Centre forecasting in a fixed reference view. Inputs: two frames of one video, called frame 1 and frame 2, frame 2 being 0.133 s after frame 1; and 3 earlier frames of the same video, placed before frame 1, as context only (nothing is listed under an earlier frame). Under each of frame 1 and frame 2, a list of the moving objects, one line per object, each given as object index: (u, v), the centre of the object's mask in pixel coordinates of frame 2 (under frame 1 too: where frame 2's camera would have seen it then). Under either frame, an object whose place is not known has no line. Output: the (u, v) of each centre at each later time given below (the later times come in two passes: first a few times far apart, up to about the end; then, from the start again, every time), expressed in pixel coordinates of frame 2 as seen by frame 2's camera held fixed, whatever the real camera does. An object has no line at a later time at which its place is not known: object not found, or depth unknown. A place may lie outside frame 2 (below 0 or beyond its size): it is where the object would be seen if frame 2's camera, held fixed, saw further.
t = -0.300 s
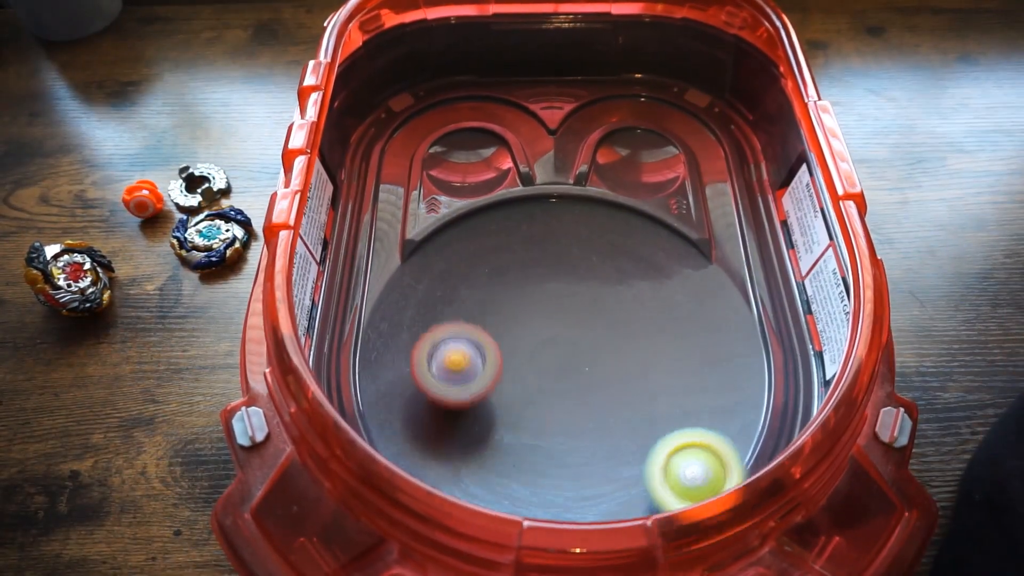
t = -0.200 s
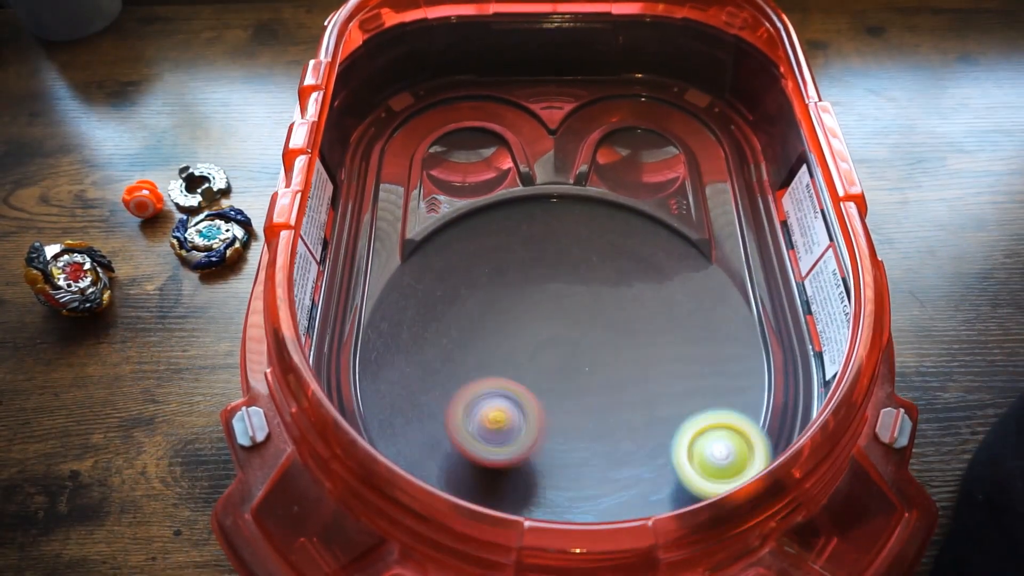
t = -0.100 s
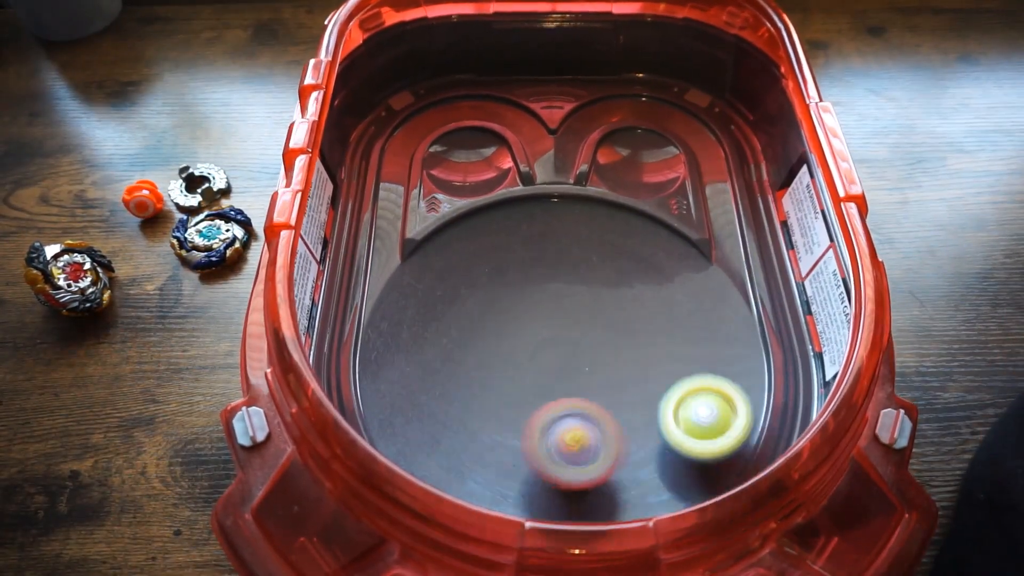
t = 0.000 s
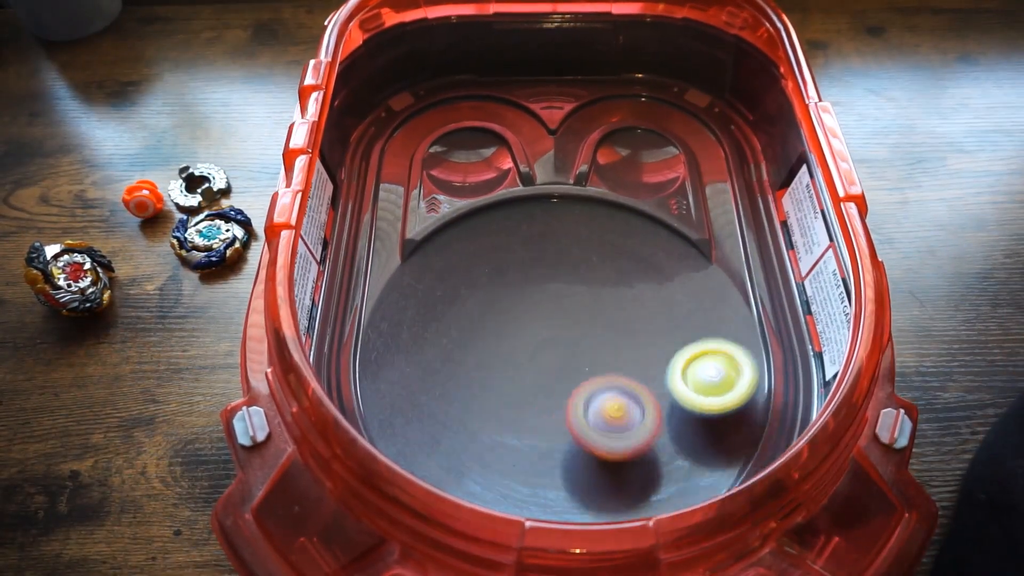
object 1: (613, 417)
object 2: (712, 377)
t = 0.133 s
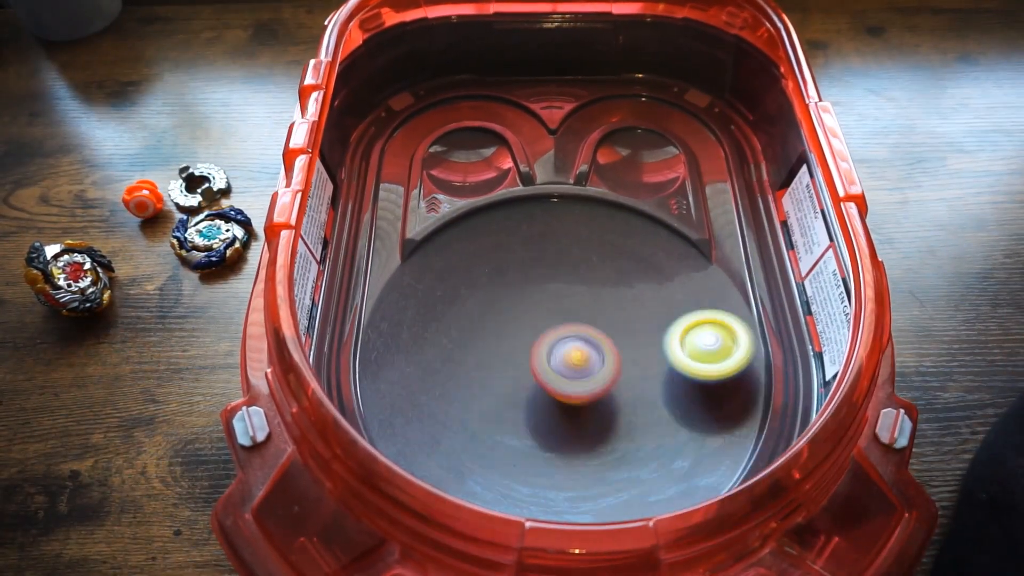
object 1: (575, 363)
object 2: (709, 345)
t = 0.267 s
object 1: (505, 336)
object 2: (649, 344)
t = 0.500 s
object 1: (431, 368)
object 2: (522, 386)
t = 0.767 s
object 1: (429, 384)
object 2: (526, 422)
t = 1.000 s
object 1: (455, 288)
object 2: (592, 425)
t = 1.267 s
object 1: (457, 230)
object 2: (556, 361)
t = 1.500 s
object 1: (529, 243)
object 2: (535, 322)
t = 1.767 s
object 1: (629, 208)
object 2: (513, 344)
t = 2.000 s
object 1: (659, 249)
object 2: (522, 346)
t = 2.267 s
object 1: (686, 352)
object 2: (540, 352)
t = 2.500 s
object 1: (689, 429)
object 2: (558, 356)
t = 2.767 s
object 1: (615, 453)
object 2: (566, 358)
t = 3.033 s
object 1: (502, 440)
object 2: (575, 352)
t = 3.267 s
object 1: (453, 400)
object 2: (578, 352)
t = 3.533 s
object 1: (457, 317)
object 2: (579, 351)
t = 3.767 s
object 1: (479, 255)
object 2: (577, 352)
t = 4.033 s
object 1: (529, 242)
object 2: (578, 349)
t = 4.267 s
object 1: (606, 263)
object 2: (578, 348)
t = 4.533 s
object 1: (674, 292)
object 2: (577, 350)
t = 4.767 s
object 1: (668, 335)
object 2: (576, 352)
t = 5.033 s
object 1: (727, 380)
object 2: (514, 347)
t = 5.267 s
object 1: (649, 387)
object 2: (510, 355)
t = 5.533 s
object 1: (555, 439)
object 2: (495, 327)
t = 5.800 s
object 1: (542, 448)
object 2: (520, 333)
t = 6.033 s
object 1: (517, 387)
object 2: (556, 316)
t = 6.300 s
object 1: (487, 339)
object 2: (589, 323)
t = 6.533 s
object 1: (501, 308)
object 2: (599, 340)
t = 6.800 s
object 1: (547, 280)
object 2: (585, 362)
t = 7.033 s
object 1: (578, 281)
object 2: (558, 374)
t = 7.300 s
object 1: (616, 316)
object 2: (533, 366)
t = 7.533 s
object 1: (632, 344)
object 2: (527, 345)
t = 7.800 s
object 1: (597, 376)
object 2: (542, 315)
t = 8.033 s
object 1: (560, 399)
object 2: (569, 303)
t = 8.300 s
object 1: (538, 380)
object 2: (594, 314)
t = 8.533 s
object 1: (507, 340)
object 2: (608, 344)
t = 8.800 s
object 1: (476, 321)
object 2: (584, 383)
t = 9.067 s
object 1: (529, 300)
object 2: (532, 395)
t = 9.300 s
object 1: (568, 252)
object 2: (507, 369)
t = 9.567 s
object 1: (587, 260)
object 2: (514, 316)
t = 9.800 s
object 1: (670, 313)
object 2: (509, 281)
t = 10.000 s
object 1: (702, 359)
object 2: (551, 288)
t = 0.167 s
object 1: (559, 354)
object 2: (698, 343)
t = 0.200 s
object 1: (541, 346)
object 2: (683, 342)
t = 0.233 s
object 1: (522, 340)
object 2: (666, 343)
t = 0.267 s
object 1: (505, 336)
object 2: (649, 344)
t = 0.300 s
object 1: (486, 335)
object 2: (630, 347)
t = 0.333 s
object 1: (472, 337)
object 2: (610, 351)
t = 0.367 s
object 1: (459, 341)
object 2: (590, 355)
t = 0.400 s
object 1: (448, 347)
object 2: (570, 360)
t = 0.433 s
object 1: (442, 354)
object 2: (550, 367)
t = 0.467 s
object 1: (439, 365)
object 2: (531, 374)
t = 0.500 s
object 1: (431, 368)
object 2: (522, 386)
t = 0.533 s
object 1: (421, 371)
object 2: (519, 400)
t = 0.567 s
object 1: (415, 374)
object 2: (515, 409)
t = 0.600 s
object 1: (408, 377)
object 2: (512, 416)
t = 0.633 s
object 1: (406, 379)
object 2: (513, 419)
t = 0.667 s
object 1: (405, 382)
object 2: (514, 422)
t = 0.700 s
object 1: (410, 385)
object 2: (517, 422)
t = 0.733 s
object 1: (417, 386)
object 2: (521, 422)
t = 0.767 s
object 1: (429, 384)
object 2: (526, 422)
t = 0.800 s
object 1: (441, 381)
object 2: (530, 420)
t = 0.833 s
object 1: (449, 368)
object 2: (544, 426)
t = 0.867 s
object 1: (451, 351)
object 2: (561, 432)
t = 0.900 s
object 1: (454, 335)
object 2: (574, 434)
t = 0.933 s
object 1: (456, 319)
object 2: (584, 433)
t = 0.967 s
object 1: (455, 302)
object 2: (590, 430)
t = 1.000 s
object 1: (455, 288)
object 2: (592, 425)
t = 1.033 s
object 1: (453, 273)
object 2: (591, 417)
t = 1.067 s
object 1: (452, 261)
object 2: (587, 409)
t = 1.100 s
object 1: (450, 250)
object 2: (582, 401)
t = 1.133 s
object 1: (447, 239)
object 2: (577, 393)
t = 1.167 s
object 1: (446, 230)
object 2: (571, 385)
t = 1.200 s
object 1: (448, 226)
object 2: (565, 377)
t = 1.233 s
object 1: (453, 228)
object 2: (560, 369)
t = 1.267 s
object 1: (457, 230)
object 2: (556, 361)
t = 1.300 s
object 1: (464, 229)
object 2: (552, 355)
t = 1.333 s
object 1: (471, 230)
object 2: (548, 349)
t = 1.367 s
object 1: (479, 231)
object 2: (544, 342)
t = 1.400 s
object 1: (489, 233)
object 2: (541, 336)
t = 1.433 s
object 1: (500, 236)
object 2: (540, 331)
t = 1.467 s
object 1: (513, 239)
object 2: (538, 327)
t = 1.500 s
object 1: (529, 243)
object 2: (535, 322)
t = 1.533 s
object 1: (546, 241)
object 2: (531, 323)
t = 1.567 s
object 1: (566, 234)
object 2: (524, 330)
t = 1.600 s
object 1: (583, 228)
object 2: (518, 334)
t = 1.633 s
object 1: (597, 221)
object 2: (514, 337)
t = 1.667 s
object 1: (610, 212)
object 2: (512, 340)
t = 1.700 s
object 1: (622, 205)
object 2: (511, 341)
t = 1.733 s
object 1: (626, 205)
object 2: (511, 342)
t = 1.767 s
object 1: (629, 208)
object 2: (513, 344)
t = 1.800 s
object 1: (633, 213)
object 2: (514, 345)
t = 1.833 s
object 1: (635, 217)
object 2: (515, 346)
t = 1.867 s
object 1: (639, 220)
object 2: (517, 346)
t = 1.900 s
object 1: (645, 226)
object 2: (518, 347)
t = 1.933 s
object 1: (650, 233)
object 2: (520, 347)
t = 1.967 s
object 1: (654, 240)
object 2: (521, 347)
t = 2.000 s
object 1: (659, 249)
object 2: (522, 346)
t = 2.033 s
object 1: (663, 260)
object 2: (523, 347)
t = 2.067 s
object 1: (665, 271)
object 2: (525, 347)
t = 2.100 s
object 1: (669, 283)
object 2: (526, 347)
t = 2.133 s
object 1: (674, 297)
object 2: (528, 348)
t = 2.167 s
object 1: (677, 311)
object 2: (530, 348)
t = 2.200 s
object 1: (679, 323)
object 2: (532, 349)
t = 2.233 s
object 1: (683, 337)
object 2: (536, 351)
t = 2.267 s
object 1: (686, 352)
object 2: (540, 352)
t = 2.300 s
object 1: (687, 365)
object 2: (544, 353)
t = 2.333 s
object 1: (689, 377)
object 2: (547, 354)
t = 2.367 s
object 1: (691, 390)
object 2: (550, 354)
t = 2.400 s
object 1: (691, 402)
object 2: (552, 355)
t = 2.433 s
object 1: (690, 412)
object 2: (554, 355)
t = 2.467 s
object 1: (690, 420)
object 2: (556, 356)
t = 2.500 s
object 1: (689, 429)
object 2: (558, 356)
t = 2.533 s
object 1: (684, 436)
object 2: (559, 357)
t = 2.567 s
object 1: (679, 440)
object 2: (561, 358)
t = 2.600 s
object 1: (673, 444)
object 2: (562, 358)
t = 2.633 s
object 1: (665, 448)
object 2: (563, 359)
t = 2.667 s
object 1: (653, 451)
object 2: (564, 359)
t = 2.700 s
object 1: (641, 452)
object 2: (564, 359)
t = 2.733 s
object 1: (628, 453)
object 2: (565, 359)
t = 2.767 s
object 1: (615, 453)
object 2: (566, 358)
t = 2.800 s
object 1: (599, 454)
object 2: (567, 357)
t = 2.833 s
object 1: (582, 453)
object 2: (568, 356)
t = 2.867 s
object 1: (569, 452)
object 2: (569, 355)
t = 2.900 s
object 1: (555, 450)
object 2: (570, 354)
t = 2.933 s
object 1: (541, 449)
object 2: (571, 354)
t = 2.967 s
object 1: (526, 446)
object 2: (573, 353)
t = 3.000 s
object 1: (513, 443)
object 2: (573, 353)
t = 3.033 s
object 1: (502, 440)
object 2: (575, 352)
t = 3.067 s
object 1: (492, 437)
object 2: (576, 352)
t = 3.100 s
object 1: (482, 433)
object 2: (577, 352)
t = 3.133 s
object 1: (472, 428)
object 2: (578, 352)
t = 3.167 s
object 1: (465, 422)
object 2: (579, 353)
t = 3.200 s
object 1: (460, 415)
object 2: (579, 352)
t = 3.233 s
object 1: (456, 408)
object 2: (579, 353)
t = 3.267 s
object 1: (453, 400)
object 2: (578, 352)
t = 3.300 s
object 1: (451, 391)
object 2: (578, 352)
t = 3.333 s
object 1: (449, 381)
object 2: (578, 351)
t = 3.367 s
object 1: (449, 370)
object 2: (578, 351)
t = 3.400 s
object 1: (451, 360)
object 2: (579, 350)
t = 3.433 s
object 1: (452, 350)
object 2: (579, 351)
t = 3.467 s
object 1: (454, 340)
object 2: (579, 351)
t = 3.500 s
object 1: (455, 328)
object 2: (579, 352)
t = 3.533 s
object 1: (457, 317)
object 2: (579, 351)
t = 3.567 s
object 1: (460, 306)
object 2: (579, 352)
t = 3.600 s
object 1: (463, 296)
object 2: (579, 352)
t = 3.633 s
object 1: (467, 287)
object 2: (579, 353)
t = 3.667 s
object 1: (470, 278)
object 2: (578, 352)
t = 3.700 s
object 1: (472, 270)
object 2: (578, 353)
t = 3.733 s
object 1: (475, 262)
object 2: (577, 352)
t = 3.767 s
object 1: (479, 255)
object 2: (577, 352)
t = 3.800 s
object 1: (483, 249)
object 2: (577, 351)
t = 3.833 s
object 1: (489, 245)
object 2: (577, 351)
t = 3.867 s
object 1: (493, 242)
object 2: (577, 350)
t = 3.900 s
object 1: (498, 240)
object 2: (577, 351)
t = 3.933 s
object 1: (504, 239)
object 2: (577, 350)
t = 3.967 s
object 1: (512, 239)
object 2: (577, 350)
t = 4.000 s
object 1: (520, 240)
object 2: (577, 350)
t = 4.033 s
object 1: (529, 242)
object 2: (578, 349)
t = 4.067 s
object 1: (539, 245)
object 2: (577, 349)
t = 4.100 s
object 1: (550, 248)
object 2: (578, 349)
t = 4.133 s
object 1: (561, 252)
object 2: (578, 349)
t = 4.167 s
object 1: (572, 255)
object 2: (578, 348)
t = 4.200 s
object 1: (583, 257)
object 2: (578, 348)
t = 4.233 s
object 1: (594, 260)
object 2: (577, 348)
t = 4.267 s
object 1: (606, 263)
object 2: (578, 348)
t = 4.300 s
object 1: (618, 266)
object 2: (577, 348)
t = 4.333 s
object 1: (629, 270)
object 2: (578, 348)
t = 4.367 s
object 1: (639, 274)
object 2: (577, 349)
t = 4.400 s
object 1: (648, 278)
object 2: (578, 349)
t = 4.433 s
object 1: (655, 281)
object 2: (578, 350)
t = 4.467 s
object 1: (663, 285)
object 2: (578, 350)
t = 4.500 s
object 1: (669, 288)
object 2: (578, 350)
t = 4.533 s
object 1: (674, 292)
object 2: (577, 350)
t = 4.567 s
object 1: (677, 296)
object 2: (578, 350)
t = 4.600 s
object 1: (679, 302)
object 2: (577, 351)
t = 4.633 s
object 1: (678, 309)
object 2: (577, 350)
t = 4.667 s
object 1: (676, 316)
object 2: (577, 351)
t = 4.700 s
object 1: (672, 323)
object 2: (577, 351)
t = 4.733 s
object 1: (671, 326)
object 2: (577, 352)
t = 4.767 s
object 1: (668, 335)
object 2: (576, 352)
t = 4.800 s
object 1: (677, 347)
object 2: (559, 350)
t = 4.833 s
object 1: (688, 356)
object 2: (542, 347)
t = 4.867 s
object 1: (697, 363)
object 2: (530, 344)
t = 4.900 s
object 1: (707, 369)
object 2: (521, 343)
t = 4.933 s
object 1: (716, 373)
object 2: (517, 343)
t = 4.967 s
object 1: (722, 376)
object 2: (515, 344)
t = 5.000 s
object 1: (726, 378)
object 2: (515, 345)
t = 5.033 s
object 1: (727, 380)
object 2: (514, 347)
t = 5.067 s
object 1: (724, 380)
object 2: (513, 348)
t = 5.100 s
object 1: (718, 380)
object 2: (512, 349)
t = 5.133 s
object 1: (709, 381)
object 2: (512, 351)
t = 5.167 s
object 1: (696, 381)
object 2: (511, 352)
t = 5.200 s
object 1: (681, 383)
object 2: (511, 353)
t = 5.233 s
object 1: (666, 385)
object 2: (511, 354)
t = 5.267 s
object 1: (649, 387)
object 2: (510, 355)
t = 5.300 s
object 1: (631, 390)
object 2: (510, 355)
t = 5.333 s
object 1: (614, 393)
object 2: (510, 356)
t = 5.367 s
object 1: (595, 396)
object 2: (510, 356)
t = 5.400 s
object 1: (581, 404)
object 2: (505, 350)
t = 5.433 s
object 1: (573, 414)
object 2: (498, 342)
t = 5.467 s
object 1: (567, 422)
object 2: (494, 335)
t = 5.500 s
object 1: (561, 431)
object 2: (494, 331)
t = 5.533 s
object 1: (555, 439)
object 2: (495, 327)
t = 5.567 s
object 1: (550, 447)
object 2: (499, 326)
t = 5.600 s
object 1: (546, 454)
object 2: (502, 327)
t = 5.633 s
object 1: (544, 458)
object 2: (505, 327)
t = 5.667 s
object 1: (542, 461)
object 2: (508, 328)
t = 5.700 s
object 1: (541, 461)
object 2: (512, 329)
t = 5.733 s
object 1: (542, 459)
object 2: (515, 331)
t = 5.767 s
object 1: (542, 454)
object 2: (517, 332)
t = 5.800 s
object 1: (542, 448)
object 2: (520, 333)
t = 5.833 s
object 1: (541, 438)
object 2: (524, 333)
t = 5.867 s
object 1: (540, 426)
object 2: (528, 334)
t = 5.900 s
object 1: (538, 414)
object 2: (532, 333)
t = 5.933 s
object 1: (534, 403)
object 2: (537, 328)
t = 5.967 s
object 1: (529, 397)
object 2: (544, 322)
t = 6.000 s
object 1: (523, 392)
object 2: (550, 318)
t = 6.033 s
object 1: (517, 387)
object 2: (556, 316)
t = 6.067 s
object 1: (511, 381)
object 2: (560, 315)
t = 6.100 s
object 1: (506, 374)
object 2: (564, 315)
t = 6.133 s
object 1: (501, 368)
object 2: (568, 315)
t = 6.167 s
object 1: (497, 362)
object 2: (574, 315)
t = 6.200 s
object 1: (493, 356)
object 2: (579, 317)
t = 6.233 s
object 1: (491, 350)
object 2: (583, 319)
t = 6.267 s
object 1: (488, 345)
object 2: (586, 321)
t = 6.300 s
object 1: (487, 339)
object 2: (589, 323)
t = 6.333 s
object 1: (487, 334)
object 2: (592, 324)
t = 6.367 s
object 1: (488, 329)
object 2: (596, 327)
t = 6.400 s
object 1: (490, 325)
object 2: (597, 330)
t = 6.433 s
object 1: (491, 321)
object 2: (598, 333)
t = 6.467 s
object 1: (494, 316)
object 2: (598, 336)
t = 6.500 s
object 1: (497, 312)
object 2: (598, 338)
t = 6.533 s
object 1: (501, 308)
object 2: (599, 340)
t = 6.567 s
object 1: (506, 304)
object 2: (599, 344)
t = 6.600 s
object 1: (512, 300)
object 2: (597, 347)
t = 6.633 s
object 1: (517, 297)
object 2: (595, 350)
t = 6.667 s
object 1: (523, 294)
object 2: (593, 353)
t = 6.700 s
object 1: (528, 290)
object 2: (592, 355)
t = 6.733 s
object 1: (535, 286)
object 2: (590, 357)
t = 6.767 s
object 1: (541, 283)
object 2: (588, 360)
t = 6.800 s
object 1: (547, 280)
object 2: (585, 362)
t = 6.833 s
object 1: (552, 278)
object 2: (582, 365)
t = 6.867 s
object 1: (556, 277)
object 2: (578, 367)
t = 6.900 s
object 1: (561, 277)
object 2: (573, 369)
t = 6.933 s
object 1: (566, 277)
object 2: (569, 371)
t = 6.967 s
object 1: (571, 278)
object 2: (565, 372)
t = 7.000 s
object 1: (575, 279)
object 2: (561, 373)
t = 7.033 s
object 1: (578, 281)
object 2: (558, 374)
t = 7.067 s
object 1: (582, 284)
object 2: (553, 375)
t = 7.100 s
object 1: (586, 287)
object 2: (549, 375)
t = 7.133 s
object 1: (591, 292)
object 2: (545, 375)
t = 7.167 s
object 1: (596, 296)
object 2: (541, 374)
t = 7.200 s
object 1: (602, 301)
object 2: (538, 372)
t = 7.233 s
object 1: (608, 306)
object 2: (536, 370)
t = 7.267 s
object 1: (612, 311)
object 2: (534, 368)
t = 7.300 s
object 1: (616, 316)
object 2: (533, 366)
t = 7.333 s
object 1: (620, 321)
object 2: (532, 364)
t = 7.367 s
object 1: (625, 327)
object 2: (531, 361)
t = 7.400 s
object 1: (629, 332)
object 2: (530, 358)
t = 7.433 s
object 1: (633, 337)
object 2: (529, 355)
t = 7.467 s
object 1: (634, 339)
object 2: (528, 352)
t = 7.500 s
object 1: (634, 341)
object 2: (528, 348)
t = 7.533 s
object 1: (632, 344)
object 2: (527, 345)
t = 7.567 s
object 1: (630, 348)
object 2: (528, 341)
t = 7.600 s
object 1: (628, 353)
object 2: (529, 337)
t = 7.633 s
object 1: (626, 357)
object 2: (530, 333)
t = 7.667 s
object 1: (622, 360)
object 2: (532, 329)
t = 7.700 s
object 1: (618, 363)
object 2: (534, 326)
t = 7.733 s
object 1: (612, 366)
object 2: (537, 322)
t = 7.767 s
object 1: (604, 371)
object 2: (539, 319)
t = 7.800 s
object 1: (597, 376)
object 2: (542, 315)
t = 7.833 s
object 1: (592, 380)
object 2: (546, 312)
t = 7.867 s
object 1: (587, 384)
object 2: (550, 310)
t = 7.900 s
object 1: (582, 387)
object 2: (553, 308)
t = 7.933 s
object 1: (575, 391)
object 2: (557, 306)
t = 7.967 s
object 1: (568, 394)
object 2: (561, 304)
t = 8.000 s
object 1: (563, 397)
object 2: (565, 303)
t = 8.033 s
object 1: (560, 399)
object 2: (569, 303)
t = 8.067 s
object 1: (559, 400)
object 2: (573, 303)
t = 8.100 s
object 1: (556, 399)
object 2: (576, 303)
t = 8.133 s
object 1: (552, 397)
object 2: (580, 304)
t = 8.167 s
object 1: (548, 394)
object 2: (583, 305)
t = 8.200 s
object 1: (545, 392)
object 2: (586, 307)
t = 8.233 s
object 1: (543, 389)
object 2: (589, 309)
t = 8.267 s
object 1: (541, 385)
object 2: (592, 311)
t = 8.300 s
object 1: (538, 380)
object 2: (594, 314)
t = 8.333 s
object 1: (533, 374)
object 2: (596, 317)
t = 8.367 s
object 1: (529, 369)
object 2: (598, 320)
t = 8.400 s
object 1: (527, 365)
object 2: (600, 324)
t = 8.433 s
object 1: (525, 359)
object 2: (601, 327)
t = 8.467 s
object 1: (521, 352)
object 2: (601, 331)
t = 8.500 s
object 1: (514, 345)
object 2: (605, 337)
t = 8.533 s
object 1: (507, 340)
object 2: (608, 344)
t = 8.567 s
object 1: (500, 337)
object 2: (609, 351)
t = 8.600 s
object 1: (495, 333)
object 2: (608, 357)
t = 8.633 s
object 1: (488, 329)
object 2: (606, 363)
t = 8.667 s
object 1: (482, 325)
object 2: (603, 368)
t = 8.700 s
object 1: (477, 324)
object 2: (599, 373)
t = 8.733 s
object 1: (476, 324)
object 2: (595, 377)
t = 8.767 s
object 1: (476, 322)
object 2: (589, 380)
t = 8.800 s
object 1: (476, 321)
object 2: (584, 383)
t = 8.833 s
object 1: (478, 322)
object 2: (578, 386)
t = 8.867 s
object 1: (482, 323)
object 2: (572, 388)
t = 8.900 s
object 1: (489, 323)
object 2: (565, 389)
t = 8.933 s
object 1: (496, 321)
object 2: (559, 390)
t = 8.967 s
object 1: (503, 320)
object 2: (553, 390)
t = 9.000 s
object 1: (514, 318)
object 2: (546, 391)
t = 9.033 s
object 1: (523, 310)
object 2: (540, 394)
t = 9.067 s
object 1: (529, 300)
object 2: (532, 395)
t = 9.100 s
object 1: (534, 291)
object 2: (525, 394)
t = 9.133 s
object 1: (540, 285)
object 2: (520, 392)
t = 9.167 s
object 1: (547, 277)
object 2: (516, 388)
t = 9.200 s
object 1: (552, 269)
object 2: (513, 384)
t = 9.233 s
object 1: (556, 263)
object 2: (511, 379)
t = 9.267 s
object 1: (562, 258)
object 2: (509, 374)
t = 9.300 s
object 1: (568, 252)
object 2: (507, 369)
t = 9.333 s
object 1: (571, 247)
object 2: (506, 363)
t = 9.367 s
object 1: (575, 244)
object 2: (505, 356)
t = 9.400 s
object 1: (579, 243)
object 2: (505, 349)
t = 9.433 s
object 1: (581, 242)
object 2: (505, 342)
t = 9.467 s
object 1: (581, 244)
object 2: (506, 335)
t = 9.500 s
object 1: (582, 249)
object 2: (508, 328)
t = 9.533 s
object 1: (586, 254)
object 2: (511, 322)
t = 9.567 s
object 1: (587, 260)
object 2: (514, 316)
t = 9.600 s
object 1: (589, 269)
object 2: (518, 311)
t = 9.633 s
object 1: (601, 278)
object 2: (516, 305)
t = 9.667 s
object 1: (618, 285)
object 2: (507, 297)
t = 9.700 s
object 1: (630, 293)
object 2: (503, 290)
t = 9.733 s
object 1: (646, 301)
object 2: (503, 284)
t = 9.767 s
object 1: (660, 305)
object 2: (505, 282)
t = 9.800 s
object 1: (670, 313)
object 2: (509, 281)
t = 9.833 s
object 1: (682, 321)
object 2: (514, 281)
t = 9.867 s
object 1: (690, 326)
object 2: (520, 281)
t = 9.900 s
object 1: (695, 334)
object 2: (527, 282)
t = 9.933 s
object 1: (702, 343)
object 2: (534, 283)
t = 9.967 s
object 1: (704, 350)
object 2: (543, 285)
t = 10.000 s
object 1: (702, 359)
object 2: (551, 288)
